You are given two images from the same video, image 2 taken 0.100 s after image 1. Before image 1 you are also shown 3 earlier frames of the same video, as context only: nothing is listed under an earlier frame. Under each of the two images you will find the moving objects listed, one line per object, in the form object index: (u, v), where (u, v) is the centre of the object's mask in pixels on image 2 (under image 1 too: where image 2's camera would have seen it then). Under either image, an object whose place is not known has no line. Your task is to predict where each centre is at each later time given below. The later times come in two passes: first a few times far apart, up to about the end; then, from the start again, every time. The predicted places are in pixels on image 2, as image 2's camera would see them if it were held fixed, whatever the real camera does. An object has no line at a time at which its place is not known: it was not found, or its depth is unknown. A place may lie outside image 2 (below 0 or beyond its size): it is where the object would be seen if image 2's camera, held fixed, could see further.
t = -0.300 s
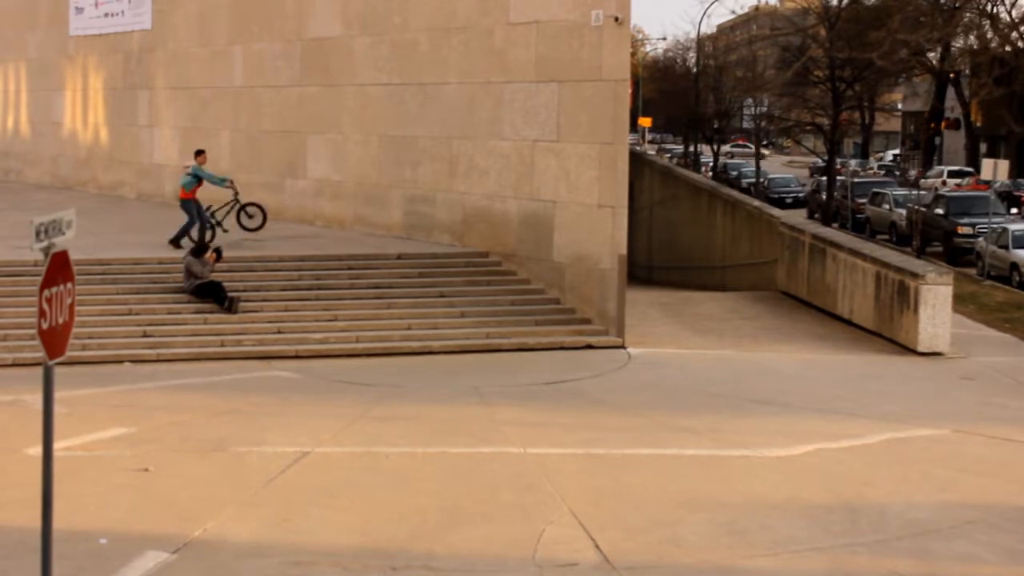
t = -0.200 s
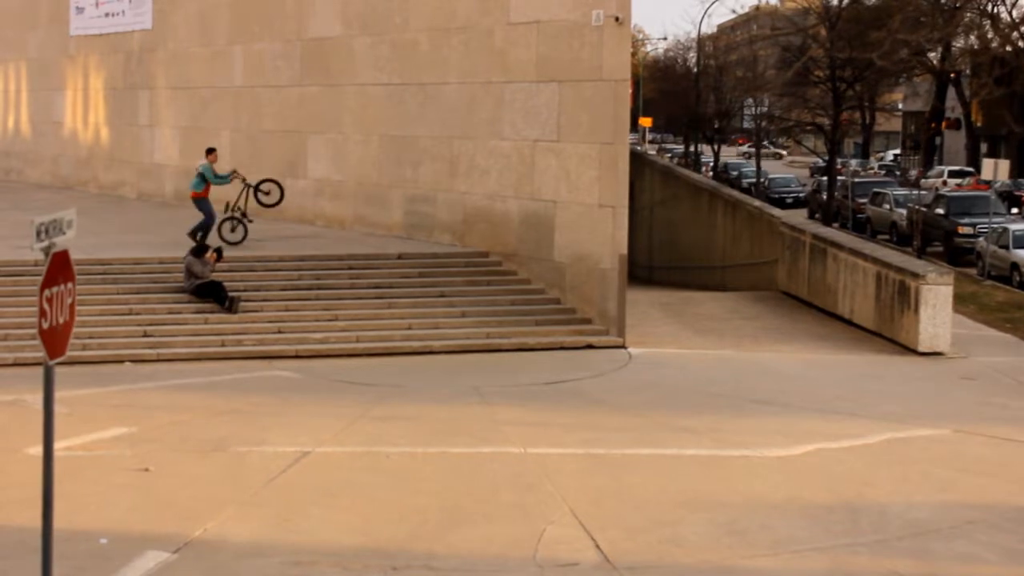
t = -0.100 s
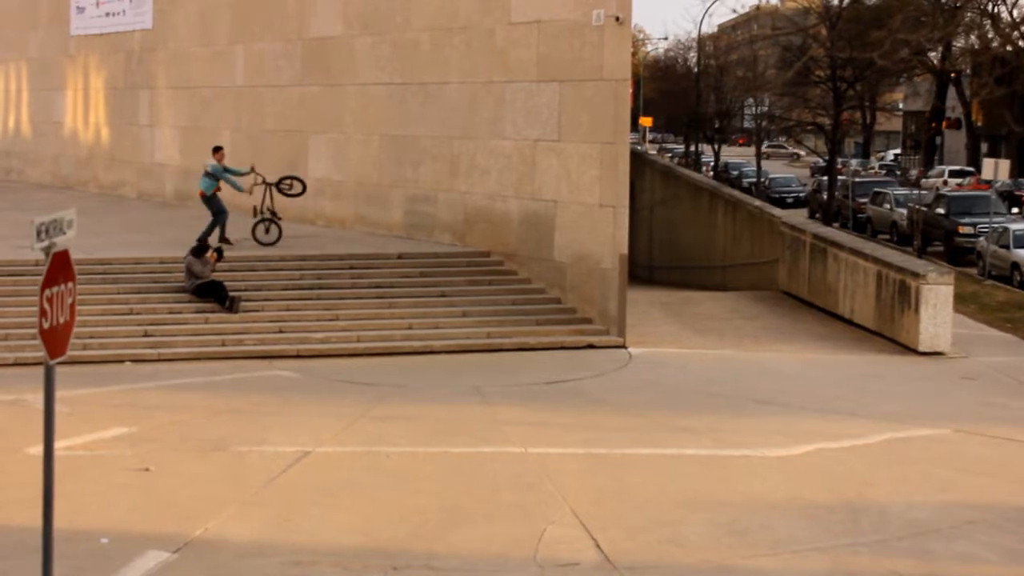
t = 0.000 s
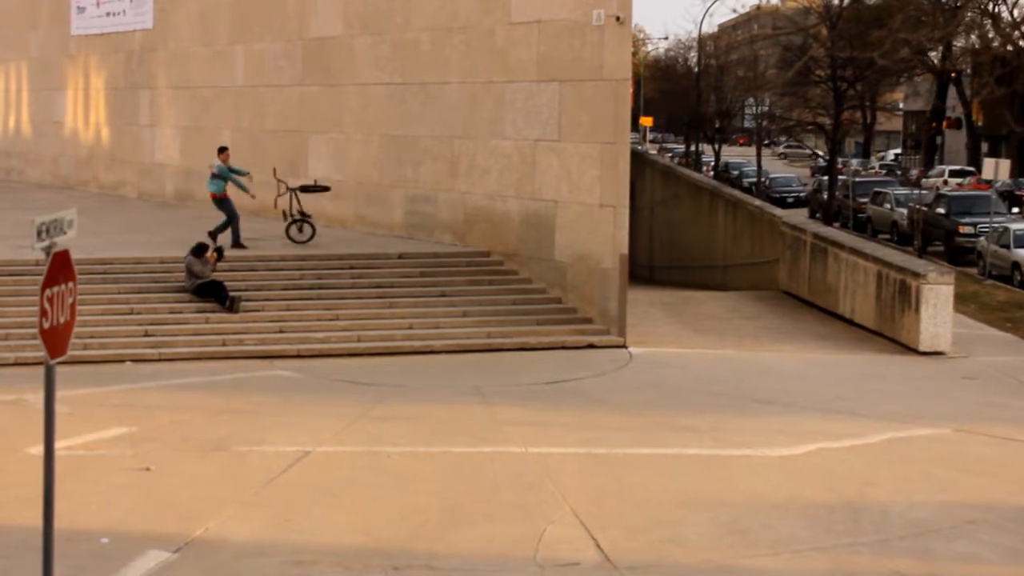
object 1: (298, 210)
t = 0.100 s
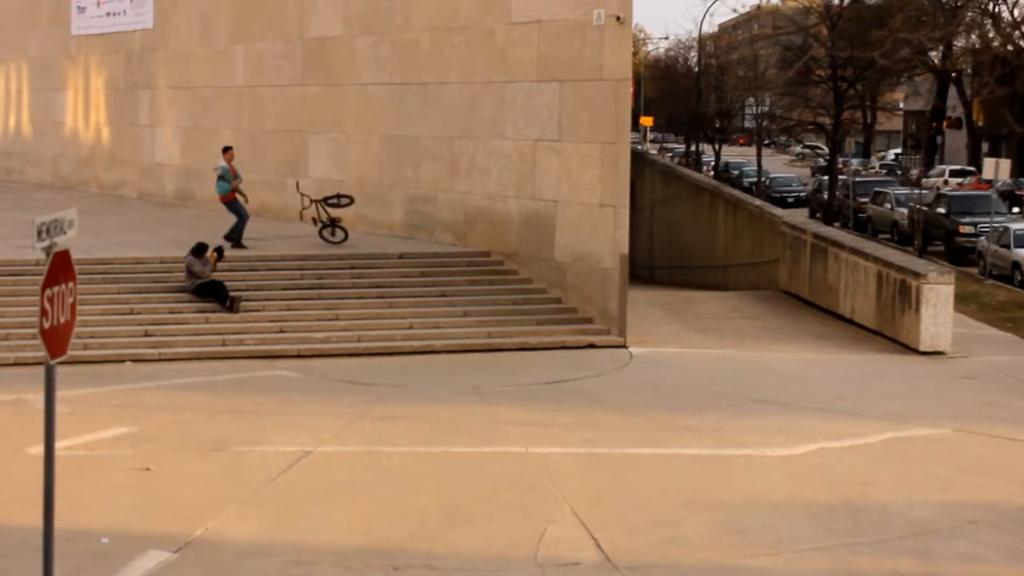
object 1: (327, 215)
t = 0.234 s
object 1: (363, 228)
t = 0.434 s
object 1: (399, 227)
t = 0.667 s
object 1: (432, 233)
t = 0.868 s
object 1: (426, 243)
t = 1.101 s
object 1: (420, 258)
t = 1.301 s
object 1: (419, 259)
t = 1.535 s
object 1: (424, 265)
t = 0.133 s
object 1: (337, 218)
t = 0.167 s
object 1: (346, 220)
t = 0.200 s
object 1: (355, 223)
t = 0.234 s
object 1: (363, 228)
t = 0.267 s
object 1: (369, 235)
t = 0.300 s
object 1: (375, 231)
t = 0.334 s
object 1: (381, 229)
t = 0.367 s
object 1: (387, 229)
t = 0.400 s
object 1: (392, 229)
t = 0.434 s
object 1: (399, 227)
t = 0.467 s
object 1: (405, 225)
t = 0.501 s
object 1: (411, 224)
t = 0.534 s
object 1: (417, 225)
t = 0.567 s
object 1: (423, 226)
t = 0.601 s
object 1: (428, 229)
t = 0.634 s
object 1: (434, 231)
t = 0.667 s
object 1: (432, 233)
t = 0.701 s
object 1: (430, 236)
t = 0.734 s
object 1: (429, 240)
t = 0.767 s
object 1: (428, 243)
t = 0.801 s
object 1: (426, 243)
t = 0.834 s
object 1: (426, 243)
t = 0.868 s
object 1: (426, 243)
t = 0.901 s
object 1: (426, 243)
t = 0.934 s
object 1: (426, 244)
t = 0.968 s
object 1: (426, 246)
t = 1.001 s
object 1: (426, 248)
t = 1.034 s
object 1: (425, 251)
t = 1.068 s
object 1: (423, 255)
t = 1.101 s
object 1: (420, 258)
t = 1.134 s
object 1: (418, 260)
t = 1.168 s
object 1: (416, 261)
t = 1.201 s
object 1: (417, 261)
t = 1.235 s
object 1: (417, 261)
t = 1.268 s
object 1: (418, 259)
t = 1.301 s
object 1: (419, 259)
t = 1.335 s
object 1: (420, 258)
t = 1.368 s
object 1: (420, 257)
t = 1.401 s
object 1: (420, 258)
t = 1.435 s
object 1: (421, 258)
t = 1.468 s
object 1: (420, 258)
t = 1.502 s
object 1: (421, 262)
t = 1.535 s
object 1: (424, 265)
